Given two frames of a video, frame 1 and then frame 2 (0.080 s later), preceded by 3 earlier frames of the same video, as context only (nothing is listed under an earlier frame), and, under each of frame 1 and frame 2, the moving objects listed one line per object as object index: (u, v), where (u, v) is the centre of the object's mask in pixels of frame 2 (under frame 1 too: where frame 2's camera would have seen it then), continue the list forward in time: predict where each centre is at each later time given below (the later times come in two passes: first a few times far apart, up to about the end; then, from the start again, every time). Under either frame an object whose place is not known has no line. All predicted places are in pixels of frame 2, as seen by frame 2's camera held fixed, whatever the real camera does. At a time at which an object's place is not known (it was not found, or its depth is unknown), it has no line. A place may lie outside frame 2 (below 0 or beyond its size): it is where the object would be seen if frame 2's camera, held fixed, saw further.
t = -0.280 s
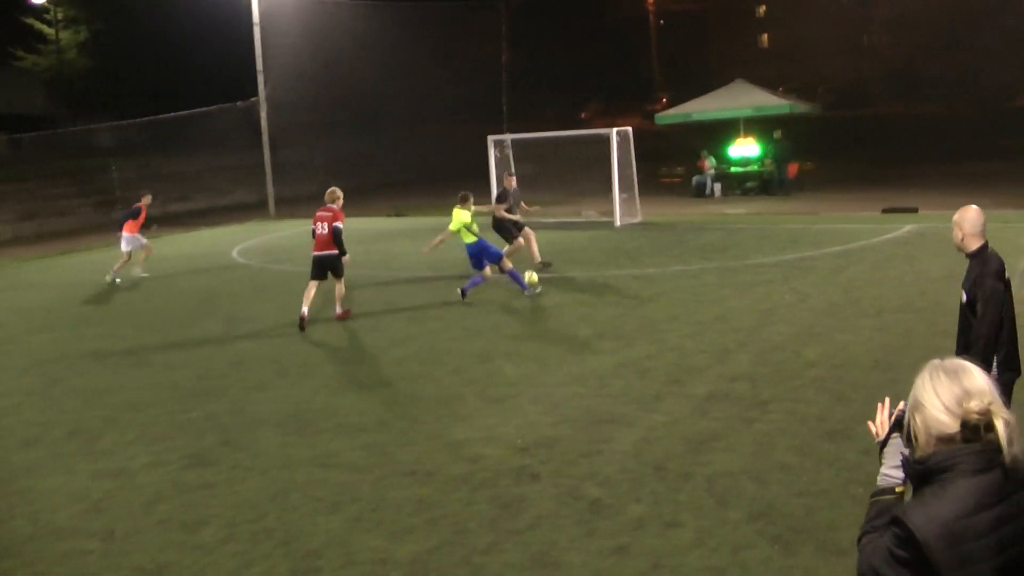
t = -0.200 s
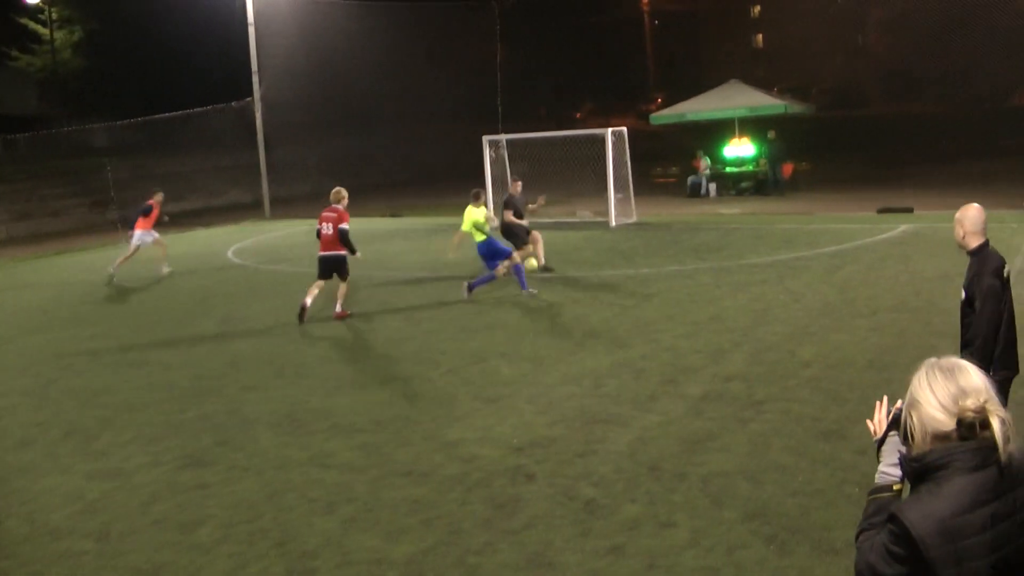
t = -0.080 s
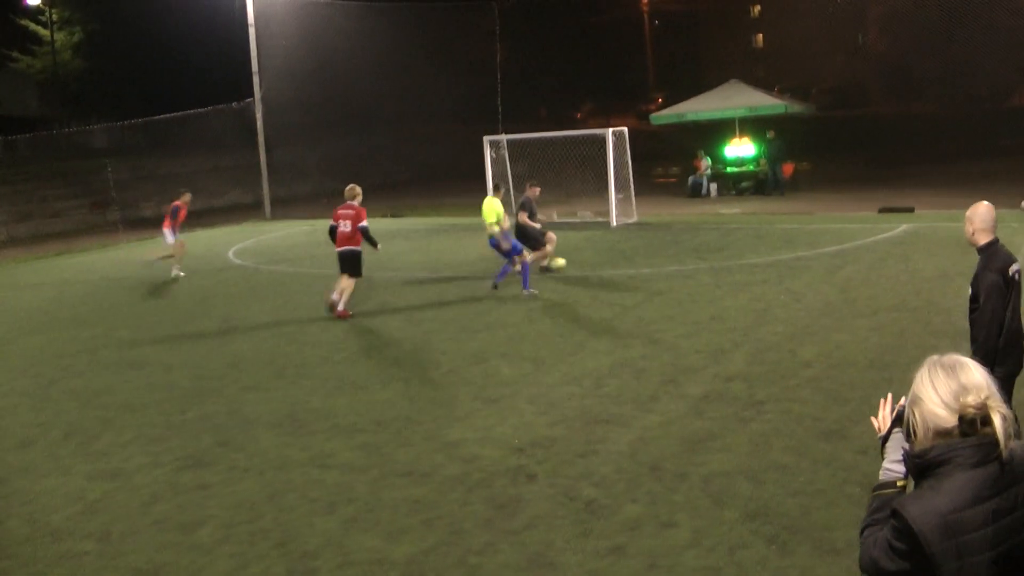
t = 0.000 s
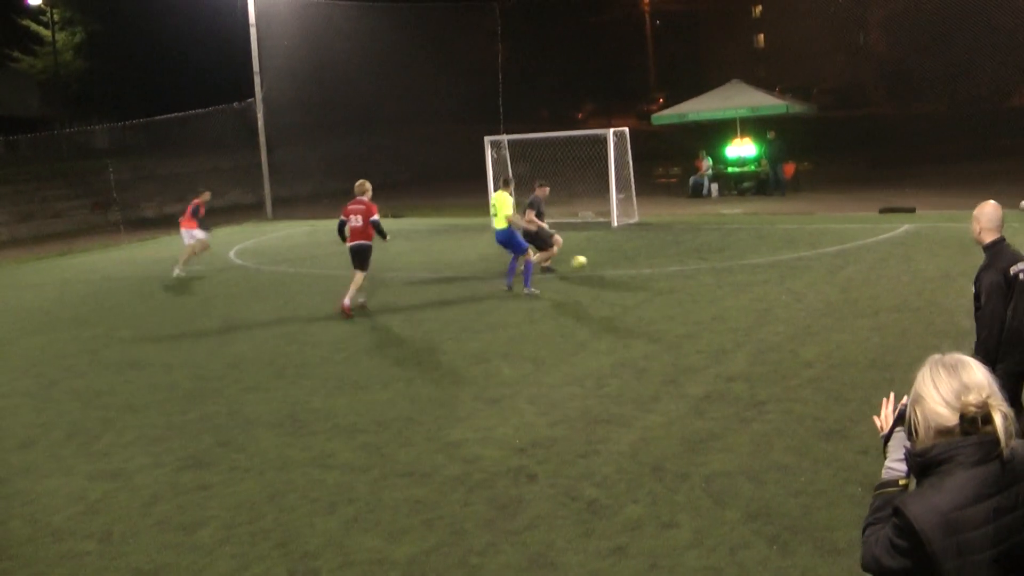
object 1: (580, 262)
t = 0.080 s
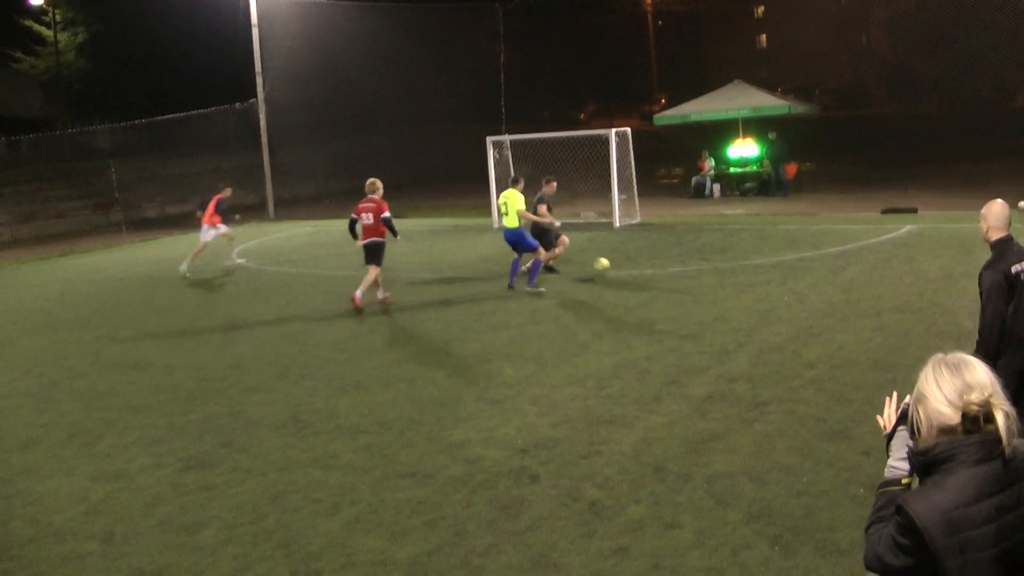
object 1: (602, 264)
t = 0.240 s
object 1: (643, 272)
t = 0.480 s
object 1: (708, 276)
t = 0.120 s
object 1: (612, 267)
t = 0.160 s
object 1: (624, 271)
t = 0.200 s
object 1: (634, 273)
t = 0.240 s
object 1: (643, 272)
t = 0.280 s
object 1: (655, 271)
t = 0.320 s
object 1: (665, 273)
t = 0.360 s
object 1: (676, 275)
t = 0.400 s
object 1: (686, 277)
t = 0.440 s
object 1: (698, 276)
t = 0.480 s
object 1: (708, 276)
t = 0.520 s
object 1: (719, 277)
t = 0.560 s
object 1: (730, 280)
